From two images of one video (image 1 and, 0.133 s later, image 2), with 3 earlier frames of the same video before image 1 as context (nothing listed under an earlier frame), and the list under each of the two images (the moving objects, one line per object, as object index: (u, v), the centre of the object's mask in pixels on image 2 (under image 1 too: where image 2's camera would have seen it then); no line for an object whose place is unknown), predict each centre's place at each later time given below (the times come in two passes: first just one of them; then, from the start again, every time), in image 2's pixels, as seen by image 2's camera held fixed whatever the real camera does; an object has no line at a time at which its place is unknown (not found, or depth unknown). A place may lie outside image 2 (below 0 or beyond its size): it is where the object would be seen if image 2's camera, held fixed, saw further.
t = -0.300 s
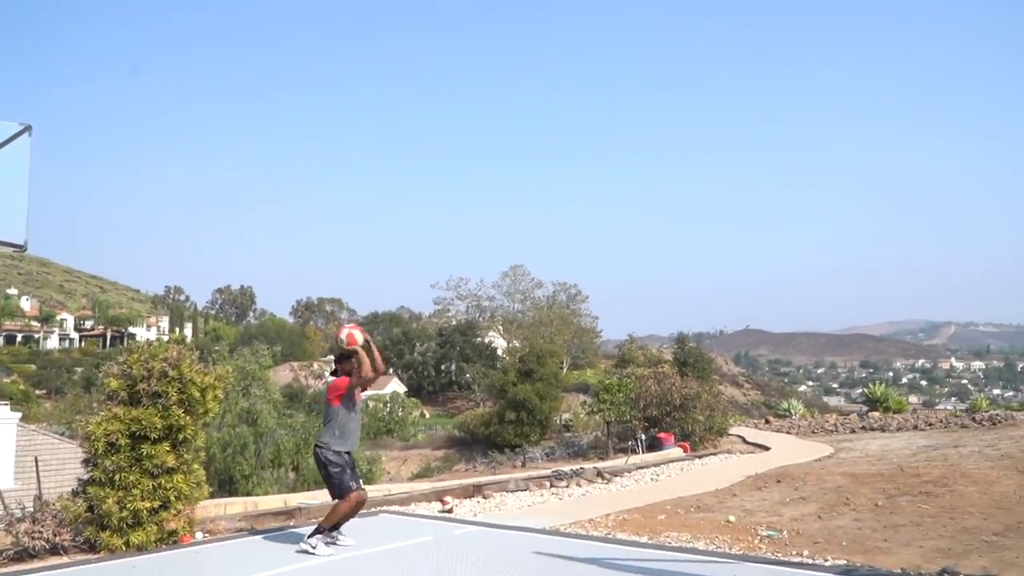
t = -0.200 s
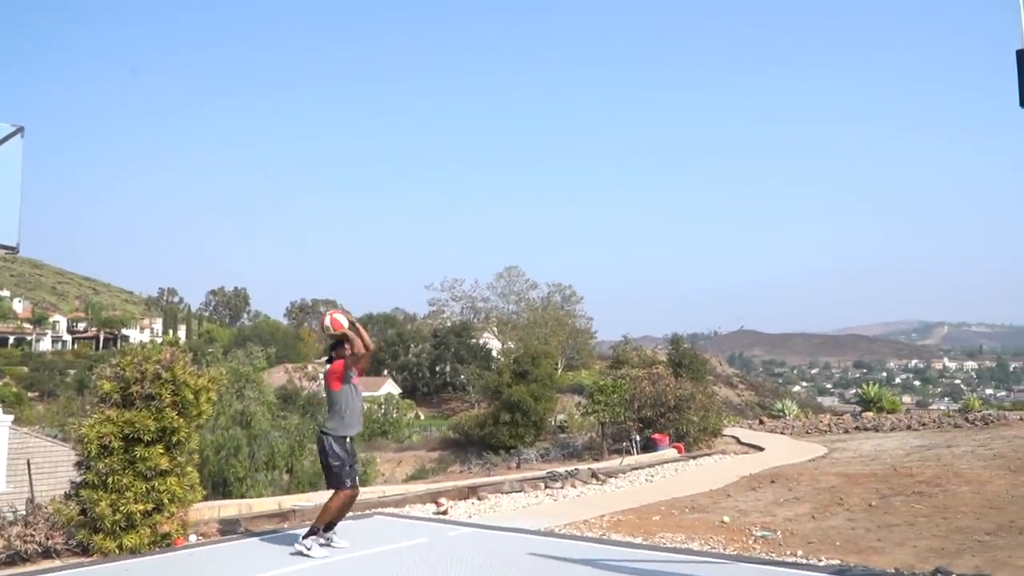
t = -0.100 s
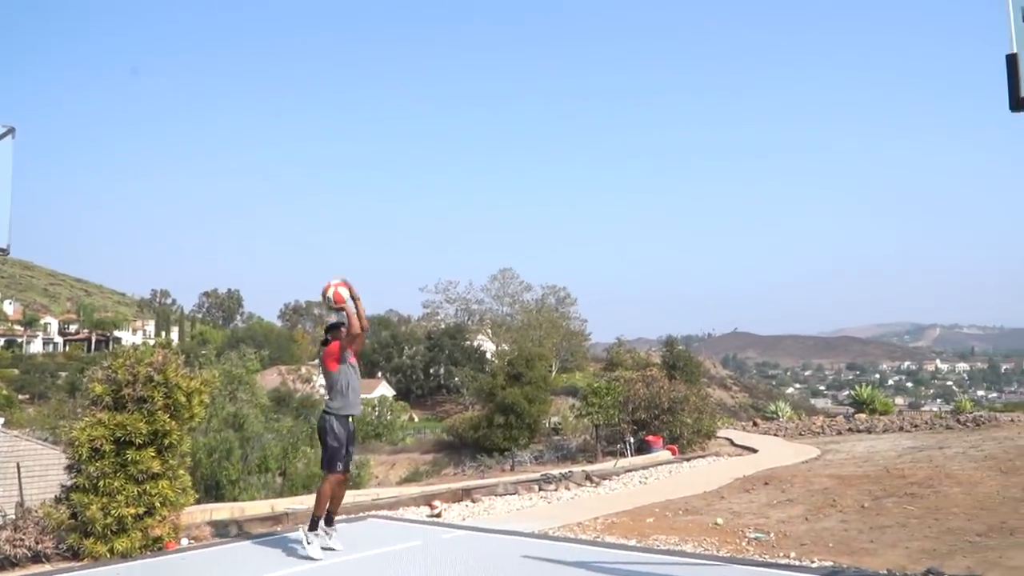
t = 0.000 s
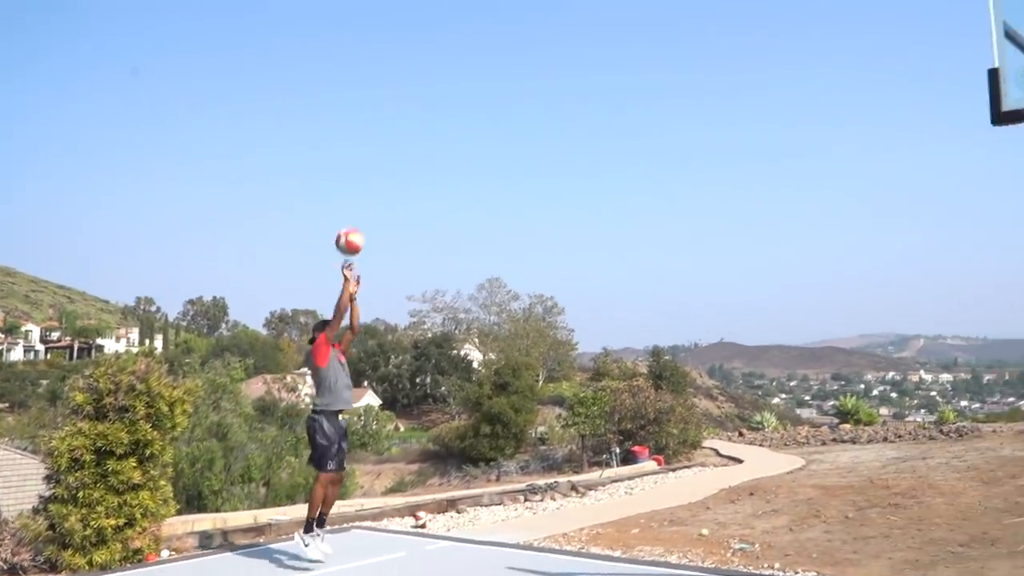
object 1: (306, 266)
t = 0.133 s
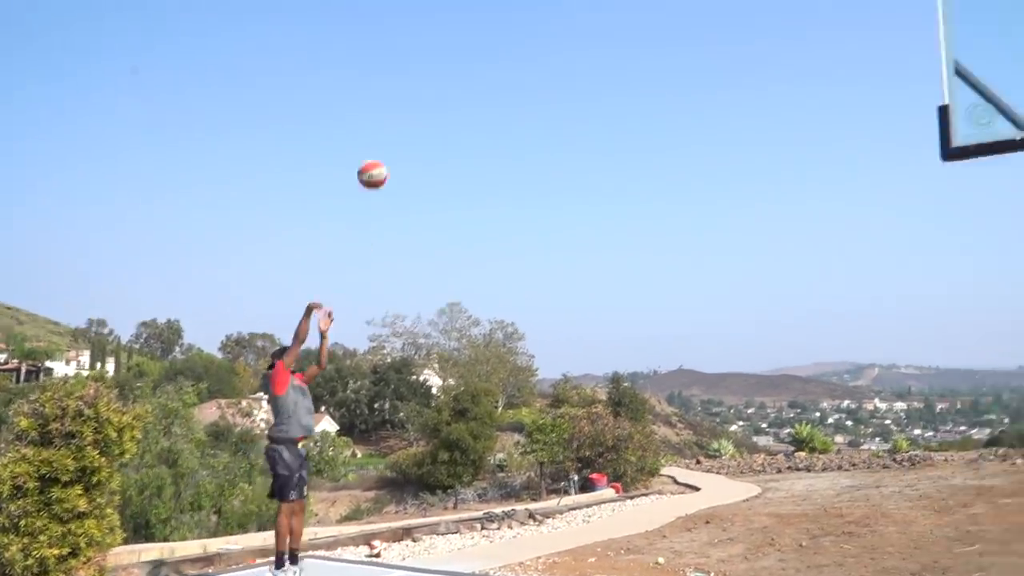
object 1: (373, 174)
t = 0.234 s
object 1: (425, 114)
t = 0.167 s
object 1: (390, 153)
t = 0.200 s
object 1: (407, 133)
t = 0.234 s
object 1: (425, 114)
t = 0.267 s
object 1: (443, 96)
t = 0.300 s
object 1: (462, 78)
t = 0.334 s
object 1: (481, 62)
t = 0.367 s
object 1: (501, 47)
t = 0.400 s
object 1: (522, 32)
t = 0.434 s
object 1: (543, 19)
